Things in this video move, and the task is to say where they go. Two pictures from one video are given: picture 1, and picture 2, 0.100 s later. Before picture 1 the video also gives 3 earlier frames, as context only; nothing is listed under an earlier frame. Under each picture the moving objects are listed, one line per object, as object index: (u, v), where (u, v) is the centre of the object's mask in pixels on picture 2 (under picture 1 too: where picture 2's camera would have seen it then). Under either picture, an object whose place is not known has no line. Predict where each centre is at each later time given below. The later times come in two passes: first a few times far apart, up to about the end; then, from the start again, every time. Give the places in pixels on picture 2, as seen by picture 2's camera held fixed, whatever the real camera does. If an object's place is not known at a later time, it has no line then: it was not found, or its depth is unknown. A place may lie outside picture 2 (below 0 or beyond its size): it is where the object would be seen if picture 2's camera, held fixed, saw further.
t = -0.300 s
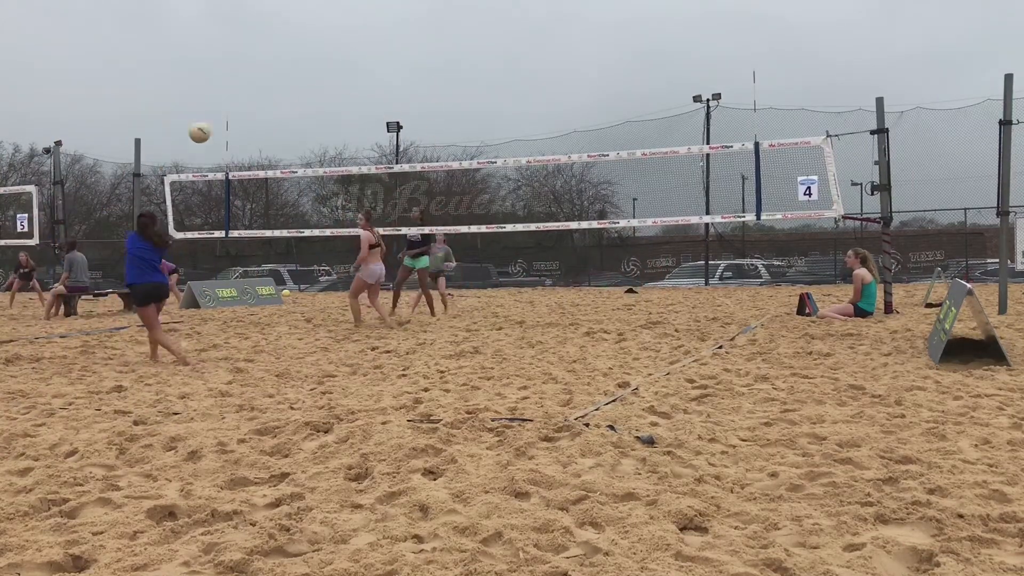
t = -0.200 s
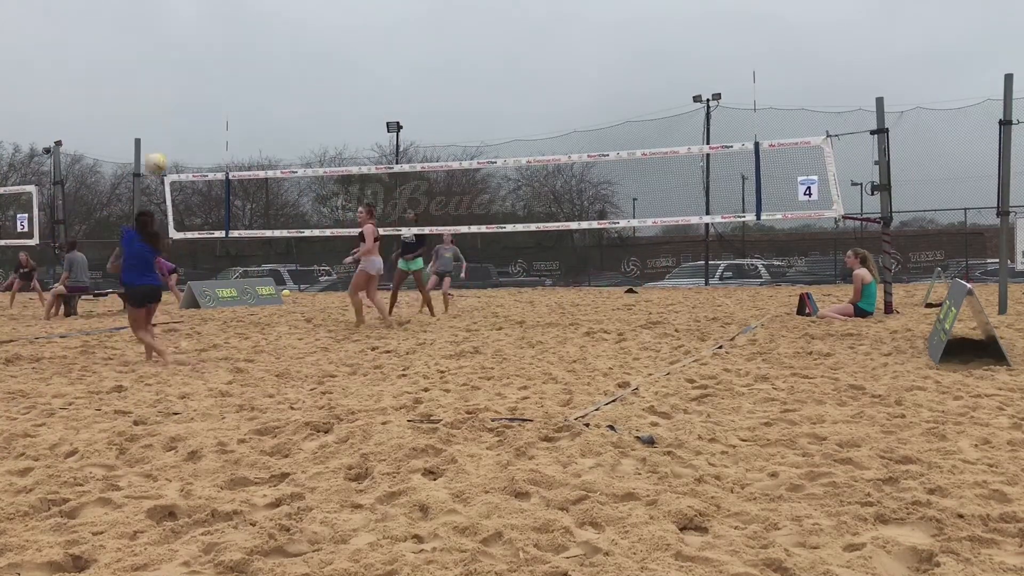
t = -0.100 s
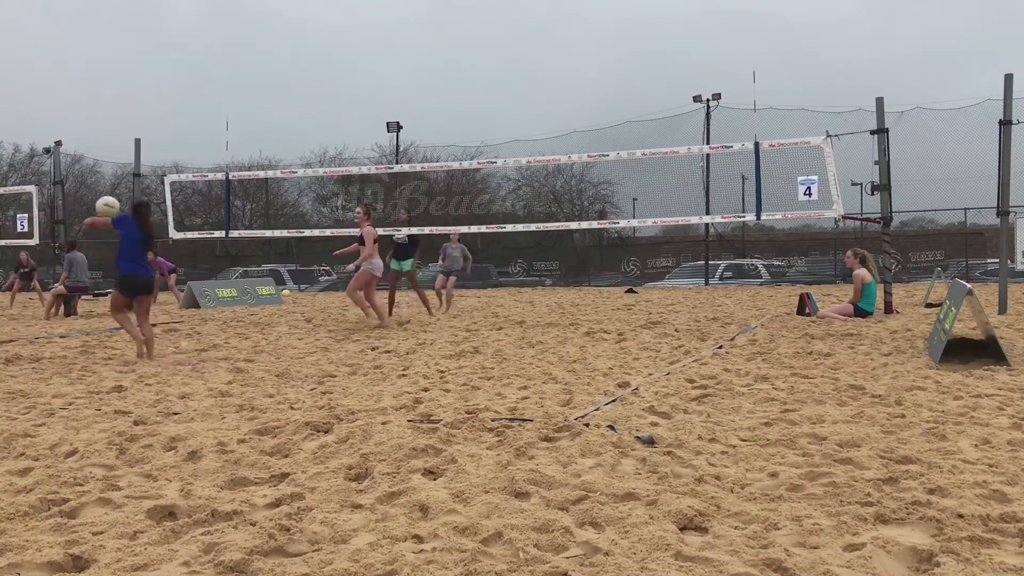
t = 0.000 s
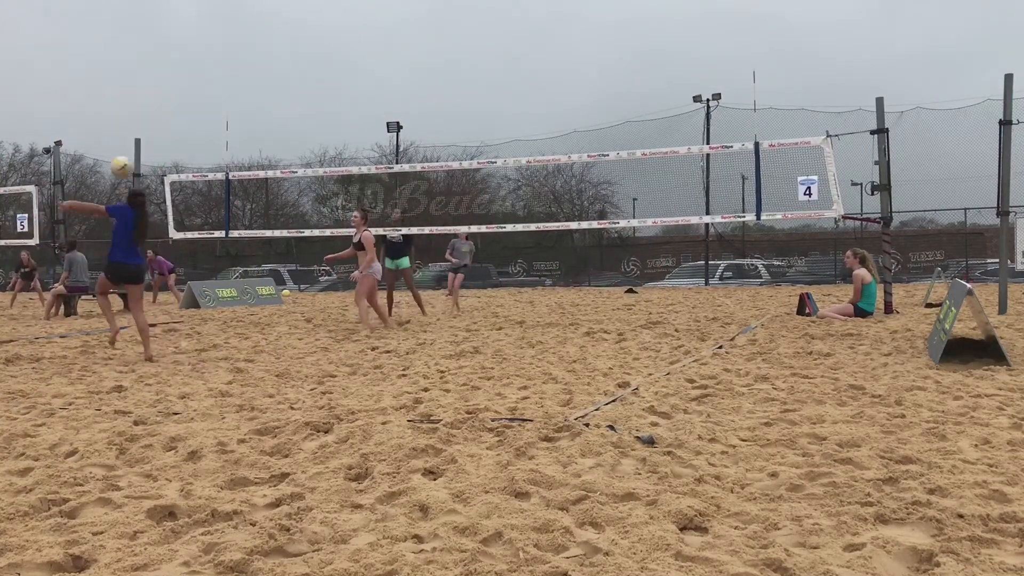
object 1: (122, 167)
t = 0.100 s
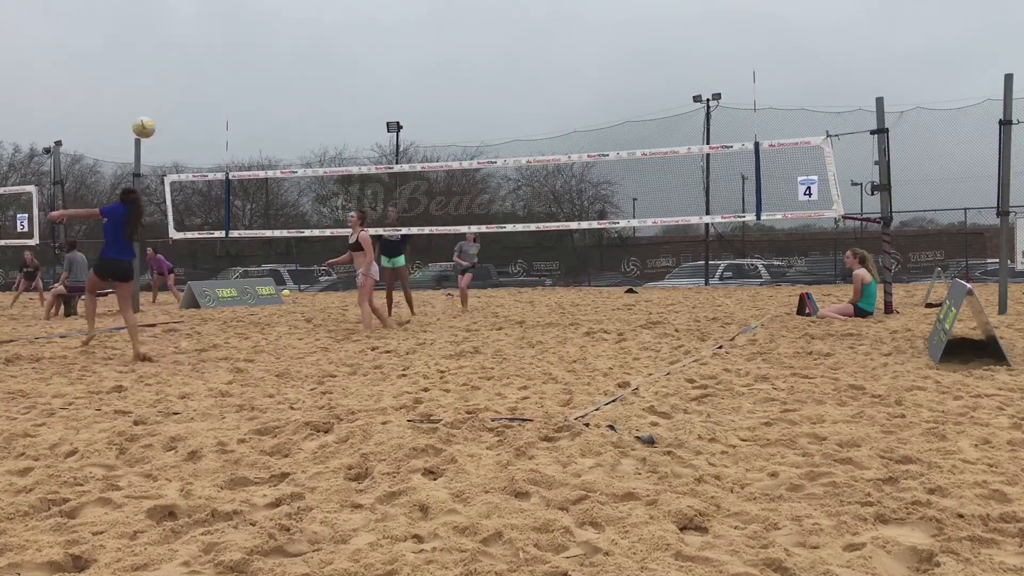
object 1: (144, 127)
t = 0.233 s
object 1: (172, 91)
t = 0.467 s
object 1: (218, 72)
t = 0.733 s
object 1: (266, 105)
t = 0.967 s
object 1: (305, 177)
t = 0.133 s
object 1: (151, 117)
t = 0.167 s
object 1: (158, 107)
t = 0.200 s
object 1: (164, 99)
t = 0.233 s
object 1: (172, 91)
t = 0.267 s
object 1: (178, 85)
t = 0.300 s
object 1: (185, 80)
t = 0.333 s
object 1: (192, 77)
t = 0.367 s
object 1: (198, 74)
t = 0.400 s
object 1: (205, 72)
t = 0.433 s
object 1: (212, 72)
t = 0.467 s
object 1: (218, 72)
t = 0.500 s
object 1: (224, 72)
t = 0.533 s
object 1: (230, 74)
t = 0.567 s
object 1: (236, 77)
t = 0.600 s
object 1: (242, 81)
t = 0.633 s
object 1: (248, 86)
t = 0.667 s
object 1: (254, 91)
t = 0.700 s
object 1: (260, 98)
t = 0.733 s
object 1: (266, 105)
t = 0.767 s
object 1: (272, 113)
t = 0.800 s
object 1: (277, 121)
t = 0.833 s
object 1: (283, 131)
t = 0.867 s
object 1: (289, 141)
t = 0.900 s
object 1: (294, 152)
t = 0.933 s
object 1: (299, 164)
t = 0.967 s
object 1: (305, 177)
